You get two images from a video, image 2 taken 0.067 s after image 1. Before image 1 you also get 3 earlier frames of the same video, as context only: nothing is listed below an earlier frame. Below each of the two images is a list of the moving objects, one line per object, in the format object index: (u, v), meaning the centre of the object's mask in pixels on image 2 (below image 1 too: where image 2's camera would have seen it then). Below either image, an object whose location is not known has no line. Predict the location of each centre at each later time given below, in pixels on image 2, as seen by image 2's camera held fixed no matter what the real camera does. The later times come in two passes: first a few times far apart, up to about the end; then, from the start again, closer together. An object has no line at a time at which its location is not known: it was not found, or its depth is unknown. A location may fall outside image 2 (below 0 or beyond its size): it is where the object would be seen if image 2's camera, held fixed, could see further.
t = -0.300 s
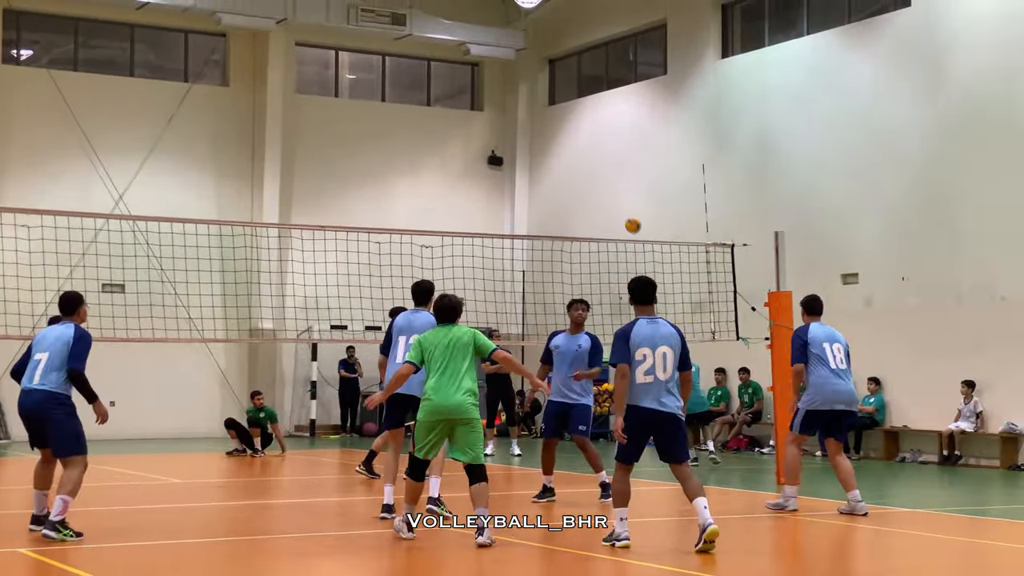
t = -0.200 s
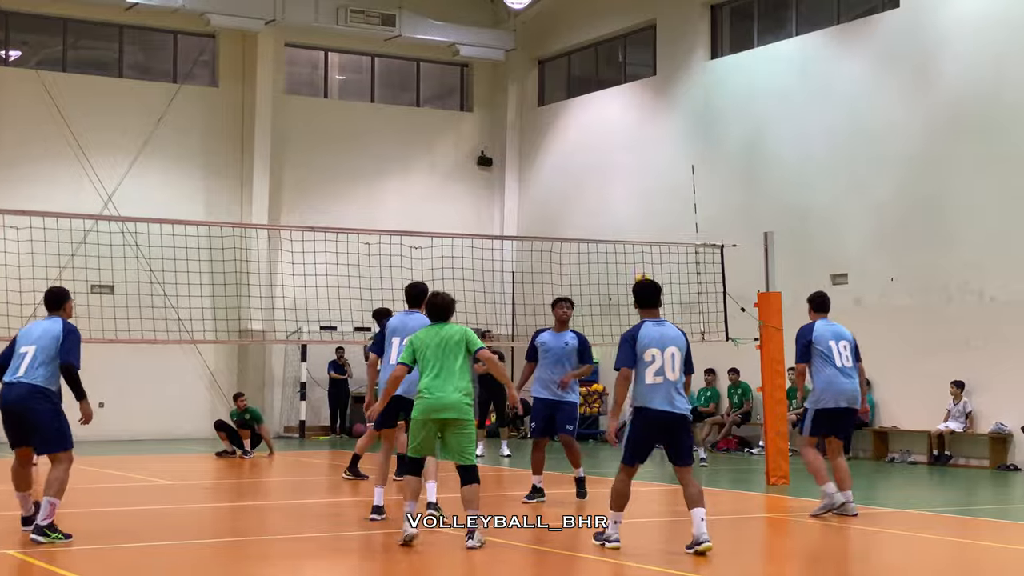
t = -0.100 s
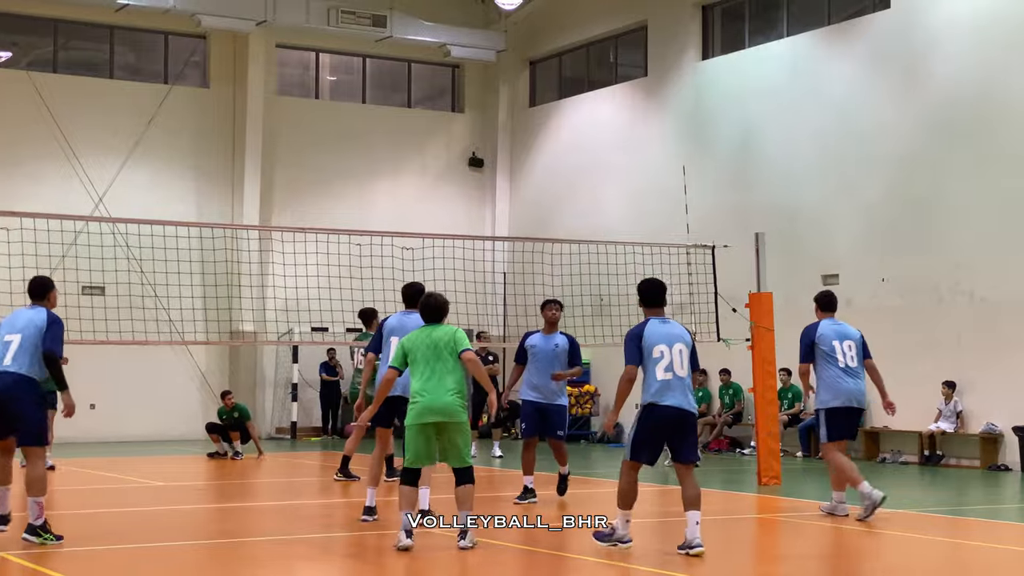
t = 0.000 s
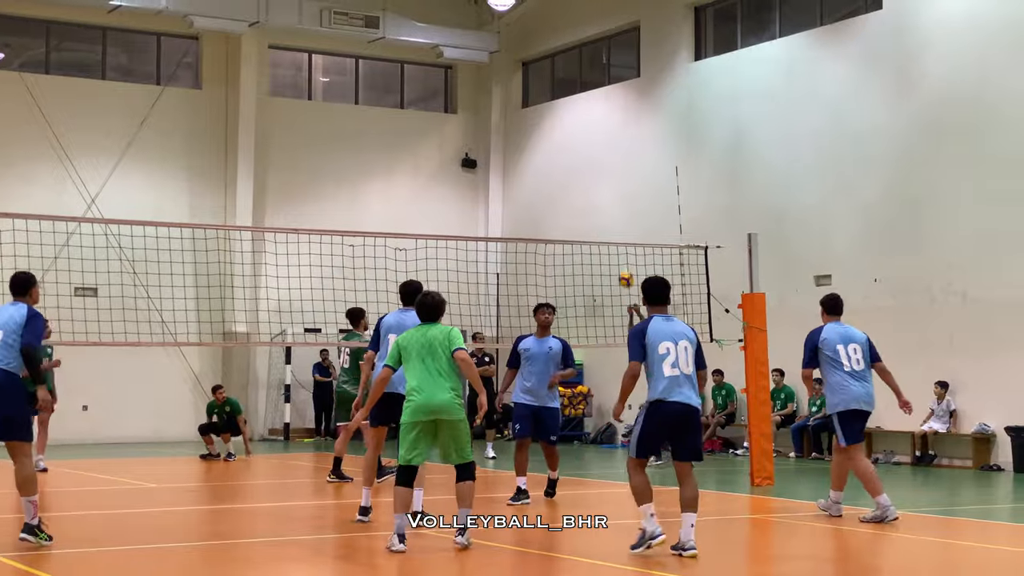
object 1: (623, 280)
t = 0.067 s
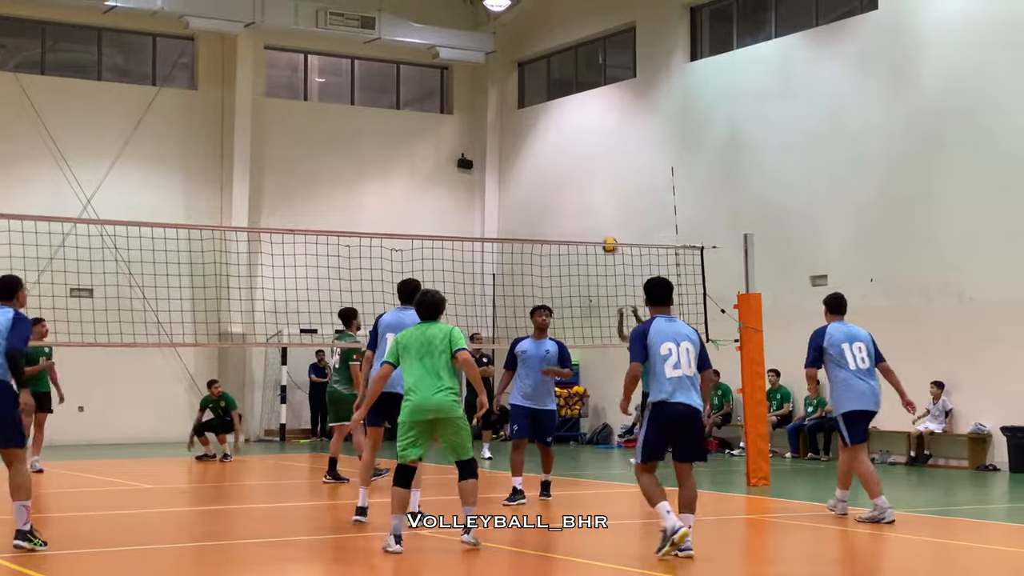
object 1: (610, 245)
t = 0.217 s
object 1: (580, 178)
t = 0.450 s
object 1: (531, 102)
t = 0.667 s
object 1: (482, 73)
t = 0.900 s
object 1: (423, 96)
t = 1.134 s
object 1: (354, 191)
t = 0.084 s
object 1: (607, 237)
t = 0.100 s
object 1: (603, 229)
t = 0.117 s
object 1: (599, 221)
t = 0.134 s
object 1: (597, 214)
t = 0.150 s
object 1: (593, 205)
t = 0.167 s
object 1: (590, 198)
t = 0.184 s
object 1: (587, 191)
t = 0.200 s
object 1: (583, 183)
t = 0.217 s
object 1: (580, 178)
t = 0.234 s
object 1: (576, 170)
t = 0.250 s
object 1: (573, 163)
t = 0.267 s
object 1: (570, 158)
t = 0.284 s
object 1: (566, 152)
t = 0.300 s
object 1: (562, 145)
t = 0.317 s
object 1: (560, 141)
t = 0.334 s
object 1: (556, 134)
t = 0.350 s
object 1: (552, 129)
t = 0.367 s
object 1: (549, 125)
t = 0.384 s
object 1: (545, 119)
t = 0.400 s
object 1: (541, 115)
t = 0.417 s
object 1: (538, 110)
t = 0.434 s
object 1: (535, 106)
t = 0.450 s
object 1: (531, 102)
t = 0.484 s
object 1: (524, 95)
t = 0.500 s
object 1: (520, 92)
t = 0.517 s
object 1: (516, 89)
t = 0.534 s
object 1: (513, 86)
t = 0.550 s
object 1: (509, 84)
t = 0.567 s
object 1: (505, 81)
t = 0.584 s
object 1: (502, 79)
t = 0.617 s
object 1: (494, 76)
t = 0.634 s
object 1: (490, 75)
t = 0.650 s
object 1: (486, 74)
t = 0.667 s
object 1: (482, 73)
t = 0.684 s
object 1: (478, 73)
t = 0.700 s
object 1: (474, 73)
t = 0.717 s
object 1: (471, 73)
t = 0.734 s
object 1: (466, 74)
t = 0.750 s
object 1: (462, 74)
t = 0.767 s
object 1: (457, 75)
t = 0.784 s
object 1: (453, 77)
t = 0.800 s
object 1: (449, 78)
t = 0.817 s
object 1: (445, 81)
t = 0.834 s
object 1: (441, 83)
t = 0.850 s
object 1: (437, 87)
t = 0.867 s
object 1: (432, 89)
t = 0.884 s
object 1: (427, 93)
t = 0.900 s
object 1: (423, 96)
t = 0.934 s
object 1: (414, 105)
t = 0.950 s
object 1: (410, 110)
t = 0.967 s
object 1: (405, 115)
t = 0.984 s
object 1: (400, 121)
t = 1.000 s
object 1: (395, 128)
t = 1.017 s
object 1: (390, 134)
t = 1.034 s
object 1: (385, 141)
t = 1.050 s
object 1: (380, 149)
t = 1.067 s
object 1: (375, 155)
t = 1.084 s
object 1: (369, 163)
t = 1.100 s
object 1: (364, 173)
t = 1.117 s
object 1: (359, 181)
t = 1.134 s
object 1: (354, 191)
